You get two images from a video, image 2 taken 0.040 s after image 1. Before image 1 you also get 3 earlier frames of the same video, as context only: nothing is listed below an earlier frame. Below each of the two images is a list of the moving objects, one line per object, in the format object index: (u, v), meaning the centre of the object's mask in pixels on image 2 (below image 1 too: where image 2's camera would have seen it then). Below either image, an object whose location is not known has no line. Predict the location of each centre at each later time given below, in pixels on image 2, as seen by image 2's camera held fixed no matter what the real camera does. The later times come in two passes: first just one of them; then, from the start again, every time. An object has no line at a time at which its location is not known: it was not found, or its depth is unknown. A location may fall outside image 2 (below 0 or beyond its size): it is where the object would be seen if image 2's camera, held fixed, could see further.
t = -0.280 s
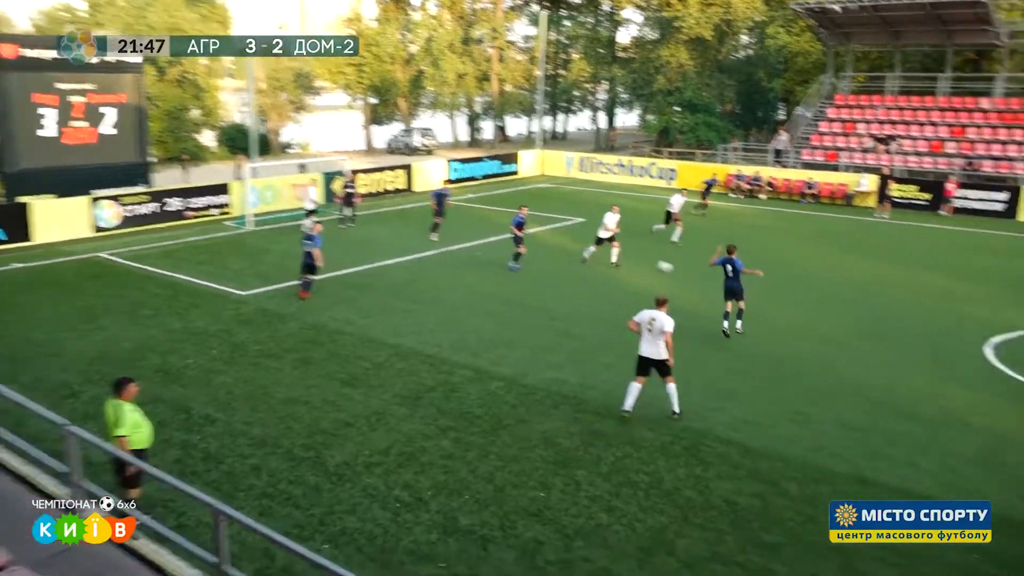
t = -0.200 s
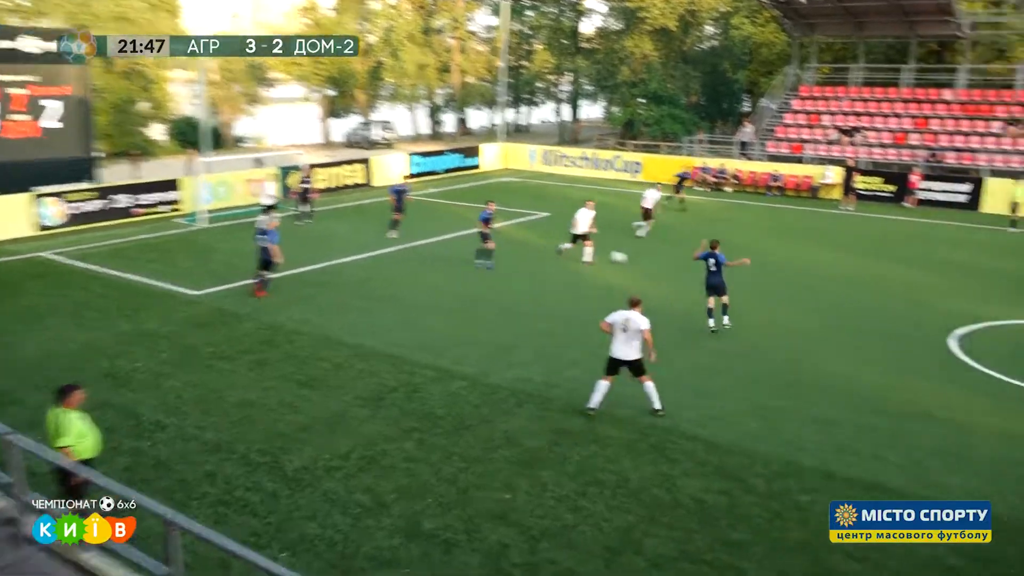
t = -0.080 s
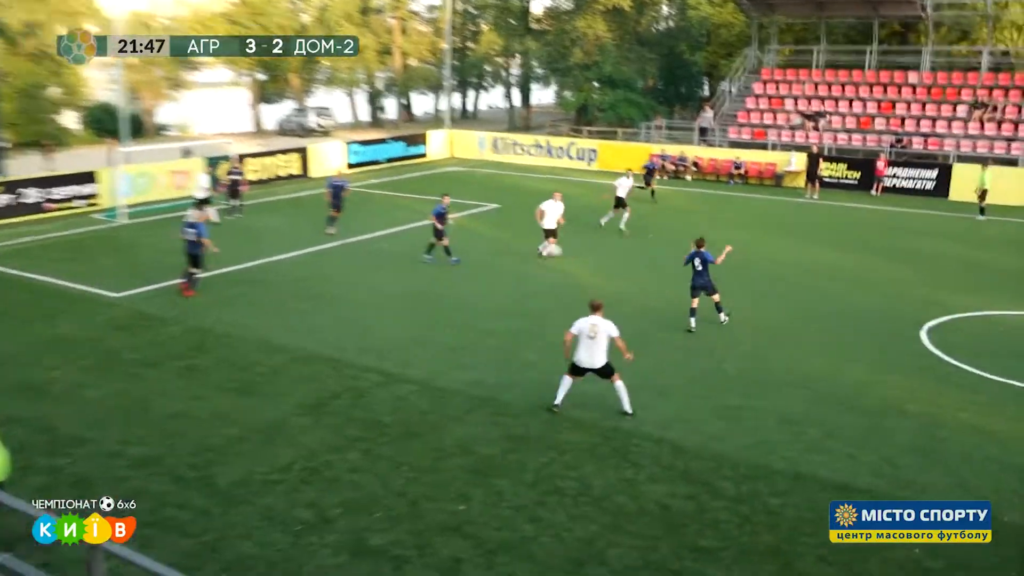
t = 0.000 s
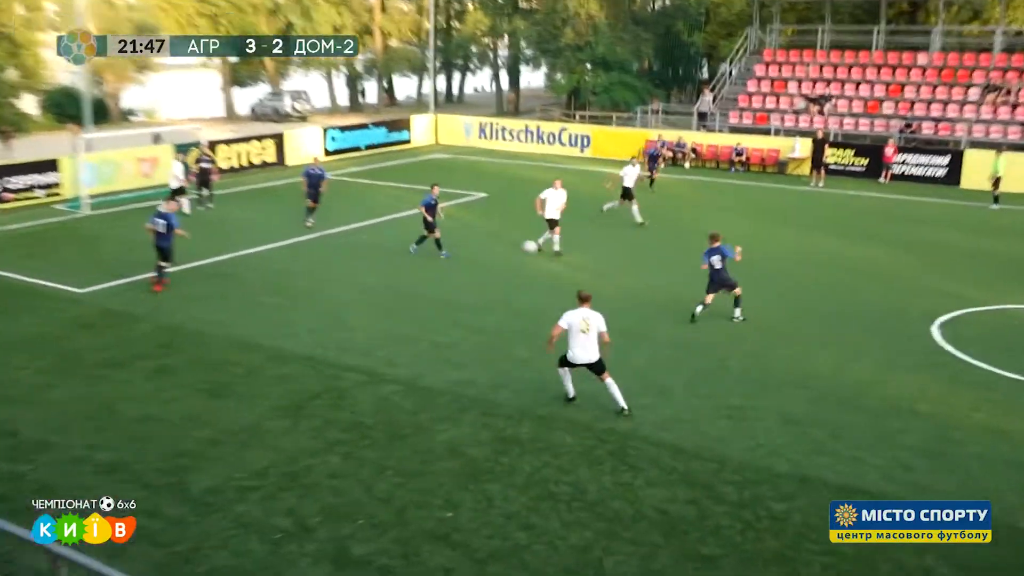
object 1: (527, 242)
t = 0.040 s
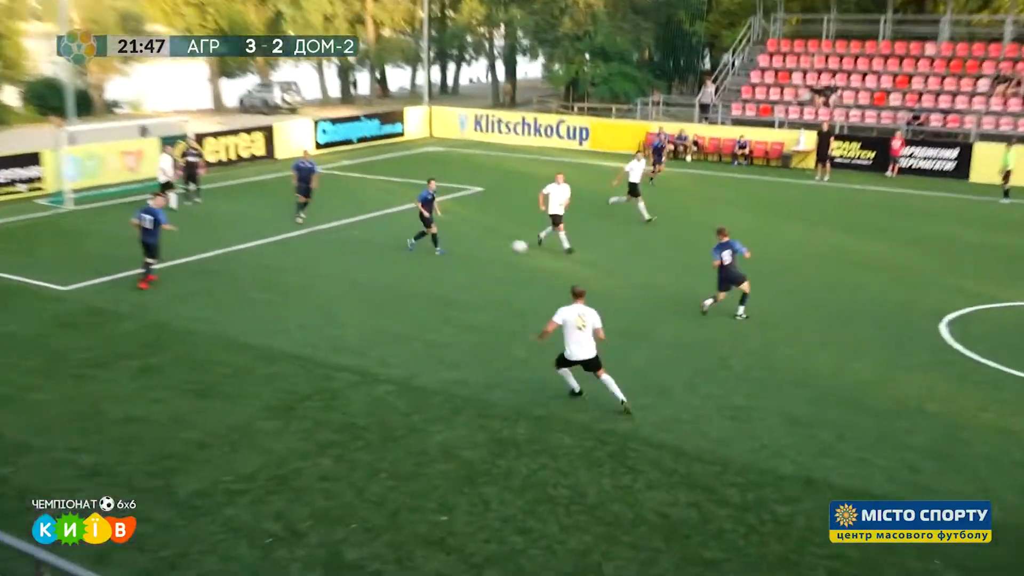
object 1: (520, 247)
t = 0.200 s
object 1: (486, 276)
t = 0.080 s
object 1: (511, 252)
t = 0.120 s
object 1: (503, 258)
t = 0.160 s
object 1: (495, 266)
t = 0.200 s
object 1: (486, 276)
